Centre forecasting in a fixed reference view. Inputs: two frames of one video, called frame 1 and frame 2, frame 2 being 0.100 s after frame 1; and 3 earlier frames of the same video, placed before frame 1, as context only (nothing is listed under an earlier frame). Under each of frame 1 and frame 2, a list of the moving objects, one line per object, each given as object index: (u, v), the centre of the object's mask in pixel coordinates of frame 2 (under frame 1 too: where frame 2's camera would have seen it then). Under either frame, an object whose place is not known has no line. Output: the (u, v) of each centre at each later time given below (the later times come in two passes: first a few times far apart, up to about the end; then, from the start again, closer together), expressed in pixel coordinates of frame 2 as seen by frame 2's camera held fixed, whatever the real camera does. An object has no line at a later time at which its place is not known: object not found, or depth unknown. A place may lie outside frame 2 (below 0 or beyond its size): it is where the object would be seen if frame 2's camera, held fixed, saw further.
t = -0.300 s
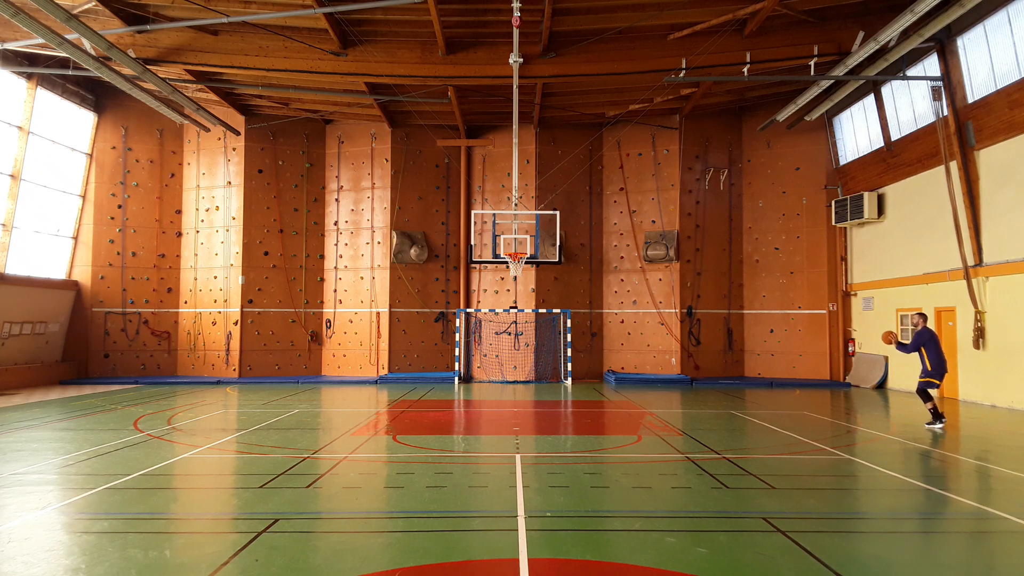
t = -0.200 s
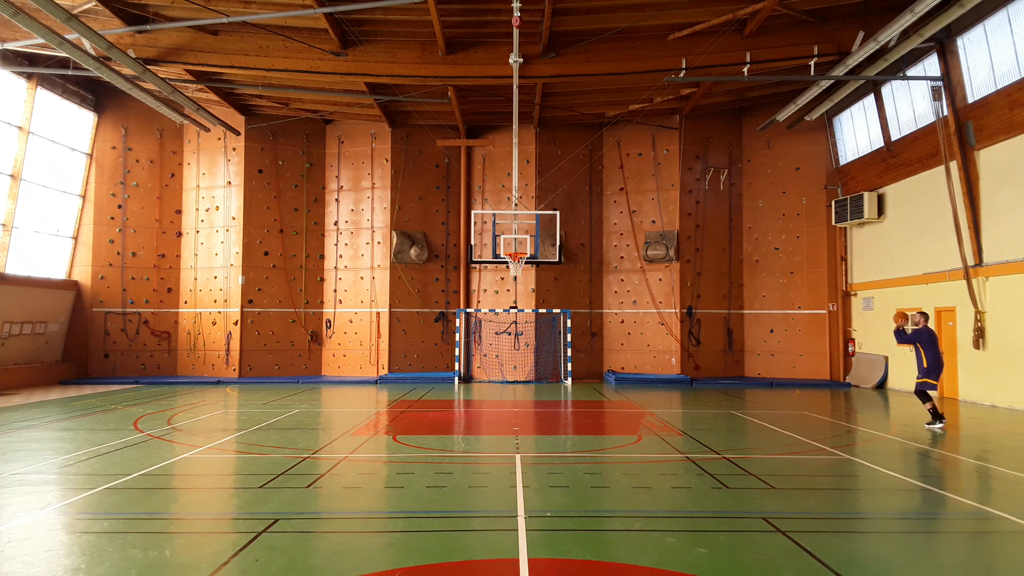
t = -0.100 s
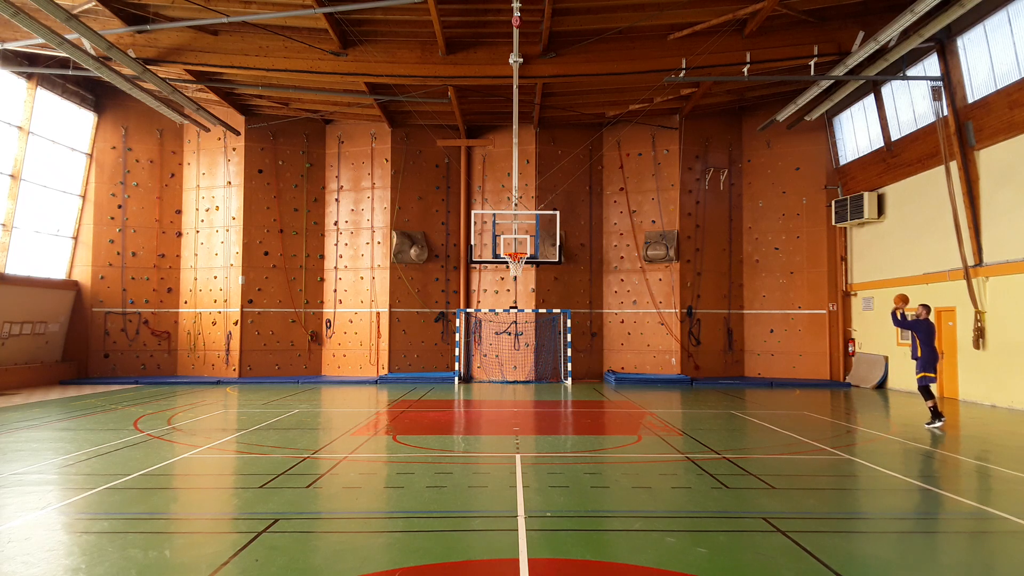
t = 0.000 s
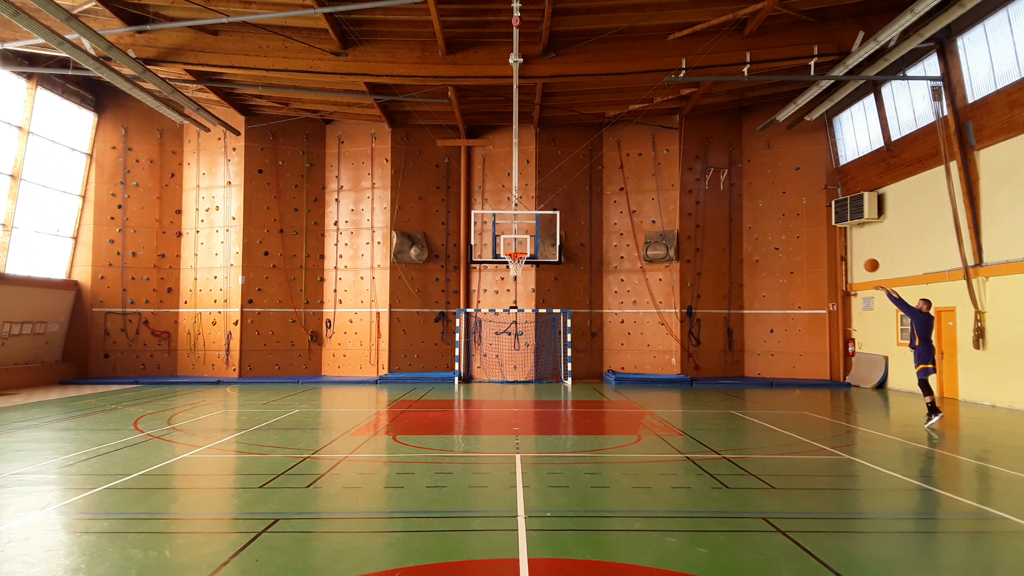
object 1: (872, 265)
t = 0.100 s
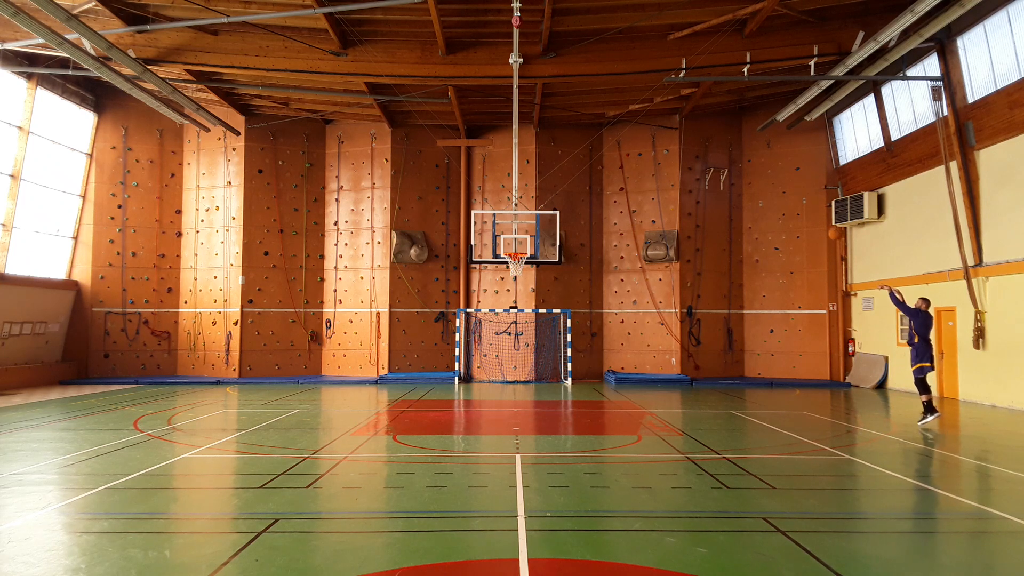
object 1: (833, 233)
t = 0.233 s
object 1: (791, 200)
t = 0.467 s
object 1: (718, 168)
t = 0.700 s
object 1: (652, 165)
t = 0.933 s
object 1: (590, 190)
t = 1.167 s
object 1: (534, 240)
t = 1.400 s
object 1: (510, 219)
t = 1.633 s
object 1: (490, 209)
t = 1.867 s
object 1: (476, 218)
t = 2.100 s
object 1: (465, 248)
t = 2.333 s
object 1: (453, 305)
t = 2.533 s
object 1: (445, 376)
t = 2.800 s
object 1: (427, 343)
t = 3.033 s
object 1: (409, 300)
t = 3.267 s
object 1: (391, 284)
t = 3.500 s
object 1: (374, 296)
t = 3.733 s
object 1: (355, 335)
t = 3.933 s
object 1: (338, 392)
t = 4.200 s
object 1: (321, 354)
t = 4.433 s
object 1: (307, 330)
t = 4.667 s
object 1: (290, 331)
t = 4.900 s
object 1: (274, 363)
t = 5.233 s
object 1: (253, 378)
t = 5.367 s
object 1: (244, 361)
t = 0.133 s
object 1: (822, 224)
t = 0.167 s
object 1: (813, 215)
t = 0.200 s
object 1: (801, 207)
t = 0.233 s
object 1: (791, 200)
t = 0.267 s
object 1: (780, 193)
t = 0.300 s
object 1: (770, 188)
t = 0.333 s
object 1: (759, 182)
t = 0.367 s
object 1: (748, 178)
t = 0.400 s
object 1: (737, 173)
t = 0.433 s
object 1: (727, 170)
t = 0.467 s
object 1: (718, 168)
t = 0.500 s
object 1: (708, 166)
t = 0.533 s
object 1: (699, 164)
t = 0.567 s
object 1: (689, 163)
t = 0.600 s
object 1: (679, 163)
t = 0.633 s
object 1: (672, 163)
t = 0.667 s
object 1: (661, 164)
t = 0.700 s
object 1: (652, 165)
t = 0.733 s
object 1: (643, 167)
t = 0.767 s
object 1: (634, 170)
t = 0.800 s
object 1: (626, 173)
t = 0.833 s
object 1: (616, 176)
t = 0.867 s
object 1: (608, 180)
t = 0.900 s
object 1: (599, 185)
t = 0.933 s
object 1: (590, 190)
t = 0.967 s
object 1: (582, 195)
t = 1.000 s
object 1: (574, 201)
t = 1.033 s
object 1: (565, 208)
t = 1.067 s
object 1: (556, 215)
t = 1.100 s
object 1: (549, 223)
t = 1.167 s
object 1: (534, 240)
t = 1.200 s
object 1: (527, 248)
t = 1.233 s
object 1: (523, 244)
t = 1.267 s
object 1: (521, 238)
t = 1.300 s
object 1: (518, 232)
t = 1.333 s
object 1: (515, 227)
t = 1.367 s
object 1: (513, 223)
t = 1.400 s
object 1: (510, 219)
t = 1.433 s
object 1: (507, 216)
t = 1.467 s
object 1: (504, 214)
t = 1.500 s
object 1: (501, 211)
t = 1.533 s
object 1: (499, 210)
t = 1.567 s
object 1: (496, 209)
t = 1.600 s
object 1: (493, 209)
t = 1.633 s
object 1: (490, 209)
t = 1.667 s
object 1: (488, 209)
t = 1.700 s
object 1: (486, 210)
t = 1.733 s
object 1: (482, 212)
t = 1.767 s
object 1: (480, 213)
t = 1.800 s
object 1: (478, 214)
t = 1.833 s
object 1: (477, 215)
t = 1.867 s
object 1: (476, 218)
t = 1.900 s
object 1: (474, 220)
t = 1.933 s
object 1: (473, 224)
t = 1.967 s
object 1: (471, 227)
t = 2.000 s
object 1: (470, 232)
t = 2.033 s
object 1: (467, 237)
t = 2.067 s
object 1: (466, 242)
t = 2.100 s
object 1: (465, 248)
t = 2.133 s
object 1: (462, 255)
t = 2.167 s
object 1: (461, 262)
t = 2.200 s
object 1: (460, 269)
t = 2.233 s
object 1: (459, 277)
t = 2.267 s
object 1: (457, 286)
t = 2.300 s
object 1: (455, 295)
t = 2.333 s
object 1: (453, 305)
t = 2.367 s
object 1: (452, 315)
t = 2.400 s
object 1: (450, 327)
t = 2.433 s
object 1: (448, 338)
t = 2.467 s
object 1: (447, 350)
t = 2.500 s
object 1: (446, 363)
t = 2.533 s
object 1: (445, 376)
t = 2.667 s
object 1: (436, 380)
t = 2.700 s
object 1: (434, 369)
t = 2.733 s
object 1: (431, 360)
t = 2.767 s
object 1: (429, 351)
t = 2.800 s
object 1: (427, 343)
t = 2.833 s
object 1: (424, 335)
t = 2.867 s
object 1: (422, 328)
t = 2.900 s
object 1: (419, 321)
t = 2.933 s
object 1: (417, 315)
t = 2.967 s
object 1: (414, 309)
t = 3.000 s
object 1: (412, 305)
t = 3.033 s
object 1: (409, 300)
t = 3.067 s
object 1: (407, 296)
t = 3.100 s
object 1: (404, 293)
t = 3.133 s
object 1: (402, 290)
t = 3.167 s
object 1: (399, 288)
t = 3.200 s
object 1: (397, 286)
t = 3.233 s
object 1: (394, 285)
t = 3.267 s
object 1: (391, 284)
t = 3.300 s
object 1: (389, 284)
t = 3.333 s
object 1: (387, 285)
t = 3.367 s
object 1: (384, 286)
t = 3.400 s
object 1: (382, 287)
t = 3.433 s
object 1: (379, 290)
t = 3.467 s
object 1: (376, 292)
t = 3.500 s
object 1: (374, 296)
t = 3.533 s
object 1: (371, 300)
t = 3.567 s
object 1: (368, 304)
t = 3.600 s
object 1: (366, 309)
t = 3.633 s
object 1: (363, 315)
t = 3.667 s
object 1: (361, 321)
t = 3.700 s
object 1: (357, 328)
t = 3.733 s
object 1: (355, 335)
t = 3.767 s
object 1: (352, 343)
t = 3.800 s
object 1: (349, 352)
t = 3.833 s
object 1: (347, 361)
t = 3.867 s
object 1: (344, 371)
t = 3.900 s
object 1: (341, 381)
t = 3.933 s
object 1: (338, 392)
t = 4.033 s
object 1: (331, 390)
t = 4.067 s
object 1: (329, 382)
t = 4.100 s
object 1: (327, 374)
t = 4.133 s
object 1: (325, 367)
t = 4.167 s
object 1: (323, 360)
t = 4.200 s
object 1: (321, 354)
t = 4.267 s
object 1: (316, 344)
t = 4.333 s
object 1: (312, 336)
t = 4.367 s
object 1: (310, 334)
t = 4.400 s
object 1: (308, 331)
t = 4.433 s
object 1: (307, 330)
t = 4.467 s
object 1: (304, 327)
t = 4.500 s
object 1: (302, 326)
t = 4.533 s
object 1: (300, 326)
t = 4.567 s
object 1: (298, 326)
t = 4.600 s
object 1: (295, 327)
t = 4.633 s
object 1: (293, 329)
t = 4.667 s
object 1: (290, 331)
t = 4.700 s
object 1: (288, 334)
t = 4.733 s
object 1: (286, 337)
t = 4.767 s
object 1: (284, 341)
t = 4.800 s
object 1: (281, 346)
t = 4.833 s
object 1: (279, 351)
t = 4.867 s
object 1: (276, 357)
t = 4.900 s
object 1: (274, 363)
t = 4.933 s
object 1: (272, 370)
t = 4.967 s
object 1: (270, 378)
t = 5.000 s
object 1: (267, 387)
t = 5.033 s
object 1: (265, 396)
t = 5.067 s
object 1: (262, 405)
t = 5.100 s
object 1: (260, 405)
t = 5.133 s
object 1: (259, 397)
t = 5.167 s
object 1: (257, 390)
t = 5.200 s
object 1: (255, 384)
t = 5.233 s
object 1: (253, 378)
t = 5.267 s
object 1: (250, 373)
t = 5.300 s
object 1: (248, 368)
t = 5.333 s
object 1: (246, 364)
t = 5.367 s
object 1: (244, 361)
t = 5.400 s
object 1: (242, 359)
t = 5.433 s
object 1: (241, 356)
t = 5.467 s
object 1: (239, 354)
